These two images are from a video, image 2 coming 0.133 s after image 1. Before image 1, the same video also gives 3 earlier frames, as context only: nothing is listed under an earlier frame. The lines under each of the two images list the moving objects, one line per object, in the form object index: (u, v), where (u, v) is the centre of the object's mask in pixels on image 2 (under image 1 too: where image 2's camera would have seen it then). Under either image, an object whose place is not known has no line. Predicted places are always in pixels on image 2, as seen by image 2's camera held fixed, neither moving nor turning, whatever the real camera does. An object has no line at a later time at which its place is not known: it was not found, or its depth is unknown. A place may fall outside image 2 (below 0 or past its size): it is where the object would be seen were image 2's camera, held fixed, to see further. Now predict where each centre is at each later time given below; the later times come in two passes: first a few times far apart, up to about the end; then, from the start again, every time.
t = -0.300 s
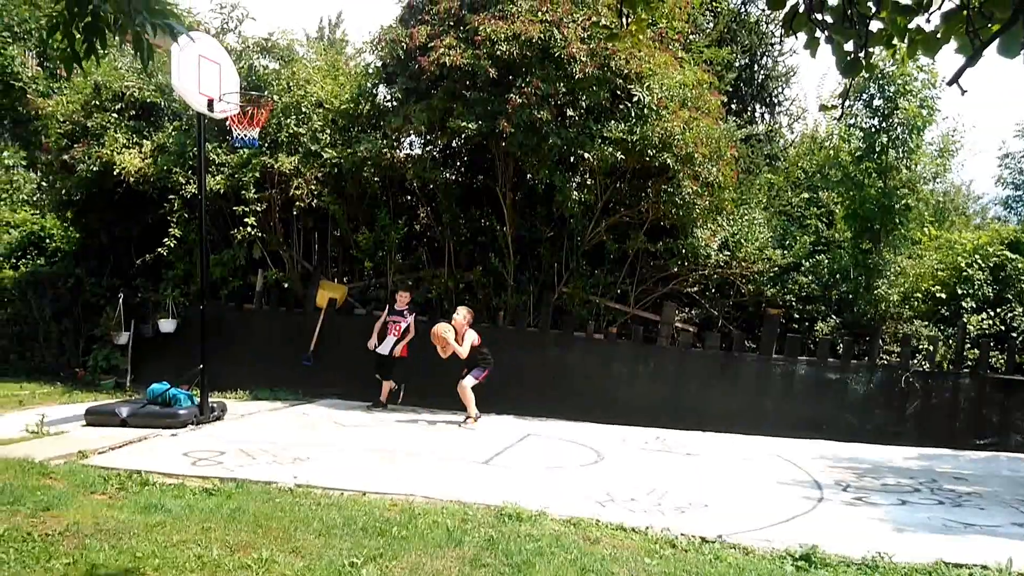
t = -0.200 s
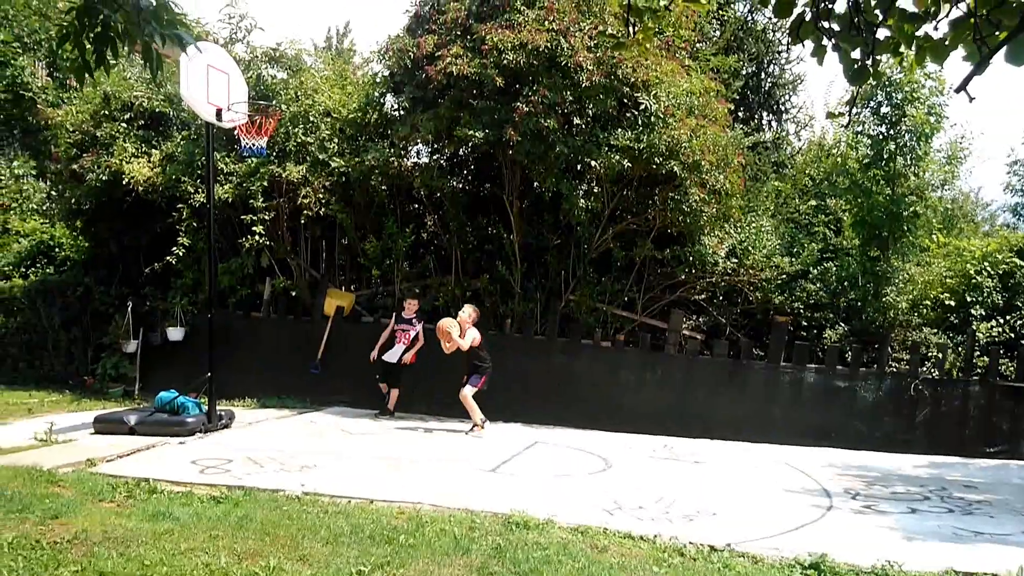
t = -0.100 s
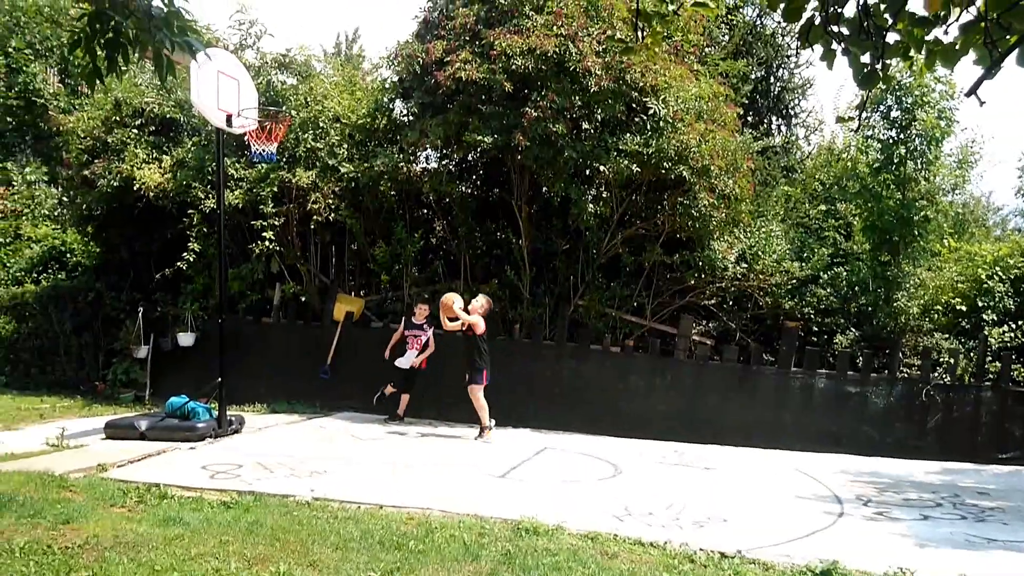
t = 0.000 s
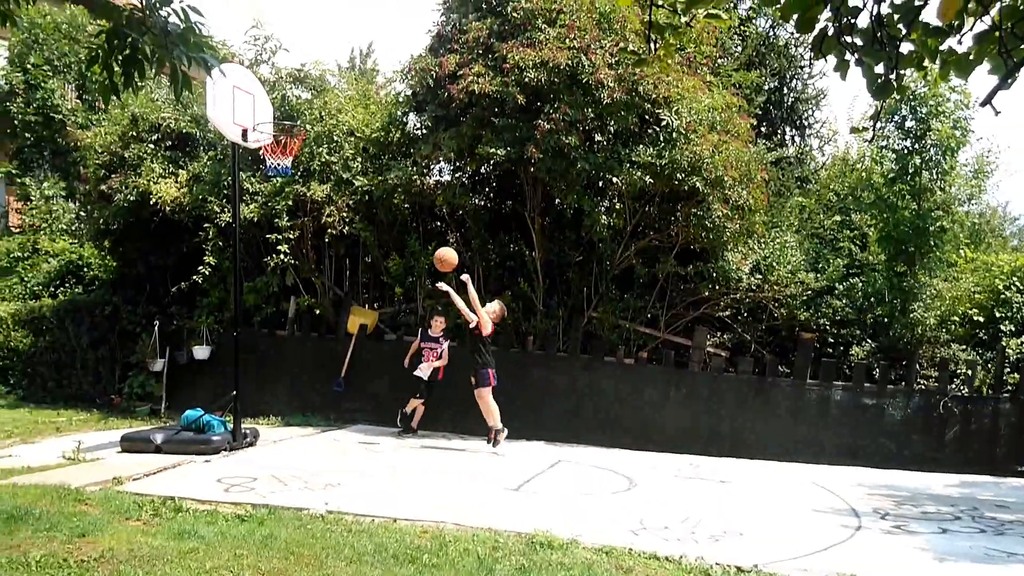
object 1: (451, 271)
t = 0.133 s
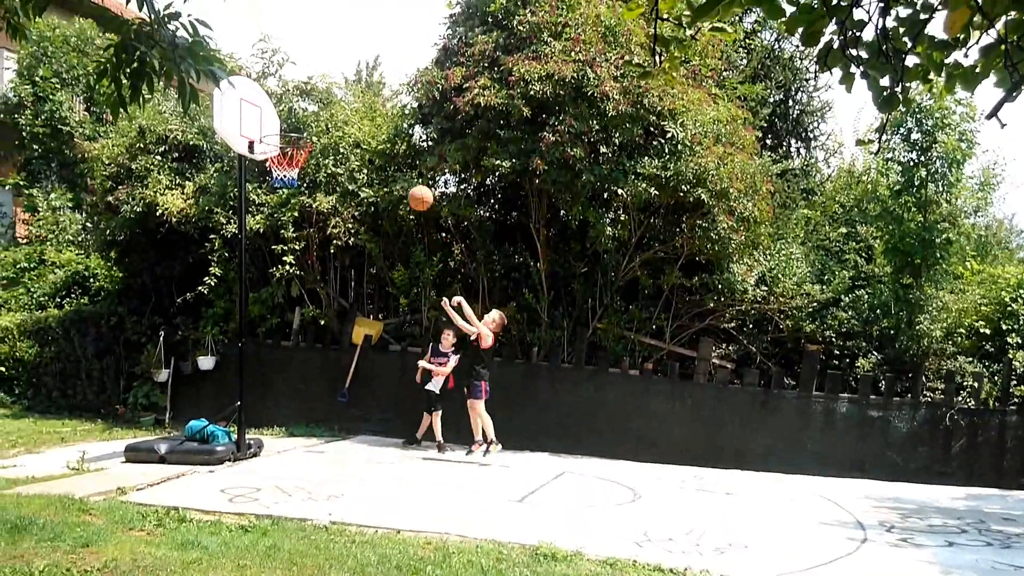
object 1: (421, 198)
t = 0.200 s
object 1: (405, 168)
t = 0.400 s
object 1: (357, 101)
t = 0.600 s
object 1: (306, 76)
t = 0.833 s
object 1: (245, 96)
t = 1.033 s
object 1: (230, 144)
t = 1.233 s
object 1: (232, 231)
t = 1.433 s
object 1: (233, 370)
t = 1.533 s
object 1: (232, 460)
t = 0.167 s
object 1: (413, 182)
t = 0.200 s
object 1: (405, 168)
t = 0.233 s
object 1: (397, 154)
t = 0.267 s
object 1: (389, 141)
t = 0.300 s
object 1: (381, 130)
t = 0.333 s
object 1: (373, 119)
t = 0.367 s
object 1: (365, 109)
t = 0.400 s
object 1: (357, 101)
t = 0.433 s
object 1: (349, 93)
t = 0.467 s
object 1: (341, 89)
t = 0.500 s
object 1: (332, 83)
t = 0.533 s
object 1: (323, 80)
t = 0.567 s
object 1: (315, 77)
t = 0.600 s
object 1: (306, 76)
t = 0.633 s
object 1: (298, 74)
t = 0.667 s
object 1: (290, 75)
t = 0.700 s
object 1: (281, 76)
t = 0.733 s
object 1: (272, 79)
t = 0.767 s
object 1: (264, 82)
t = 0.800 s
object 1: (255, 88)
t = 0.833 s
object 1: (245, 96)
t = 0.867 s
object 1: (236, 104)
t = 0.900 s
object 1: (228, 112)
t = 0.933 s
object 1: (228, 119)
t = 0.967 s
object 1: (229, 126)
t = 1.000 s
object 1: (229, 135)
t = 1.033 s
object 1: (230, 144)
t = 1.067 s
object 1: (230, 156)
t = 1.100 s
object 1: (231, 167)
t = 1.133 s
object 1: (231, 181)
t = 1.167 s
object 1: (232, 196)
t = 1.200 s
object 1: (232, 213)
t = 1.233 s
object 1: (232, 231)
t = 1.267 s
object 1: (233, 251)
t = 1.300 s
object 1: (233, 271)
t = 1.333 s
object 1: (233, 294)
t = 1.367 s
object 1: (233, 317)
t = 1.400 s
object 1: (233, 343)
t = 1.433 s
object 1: (233, 370)
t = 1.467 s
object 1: (233, 398)
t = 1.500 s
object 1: (233, 428)
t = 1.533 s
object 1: (232, 460)
